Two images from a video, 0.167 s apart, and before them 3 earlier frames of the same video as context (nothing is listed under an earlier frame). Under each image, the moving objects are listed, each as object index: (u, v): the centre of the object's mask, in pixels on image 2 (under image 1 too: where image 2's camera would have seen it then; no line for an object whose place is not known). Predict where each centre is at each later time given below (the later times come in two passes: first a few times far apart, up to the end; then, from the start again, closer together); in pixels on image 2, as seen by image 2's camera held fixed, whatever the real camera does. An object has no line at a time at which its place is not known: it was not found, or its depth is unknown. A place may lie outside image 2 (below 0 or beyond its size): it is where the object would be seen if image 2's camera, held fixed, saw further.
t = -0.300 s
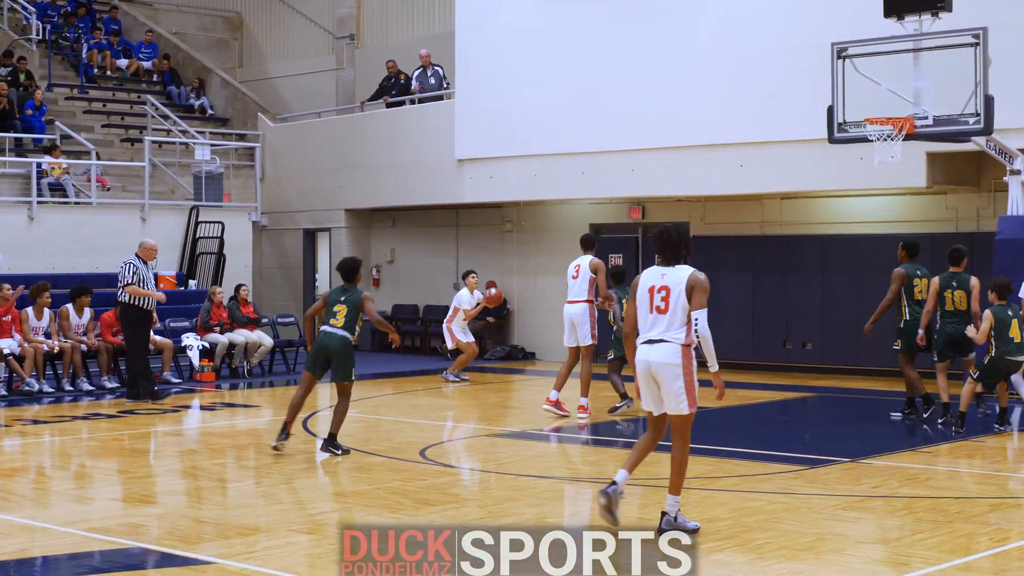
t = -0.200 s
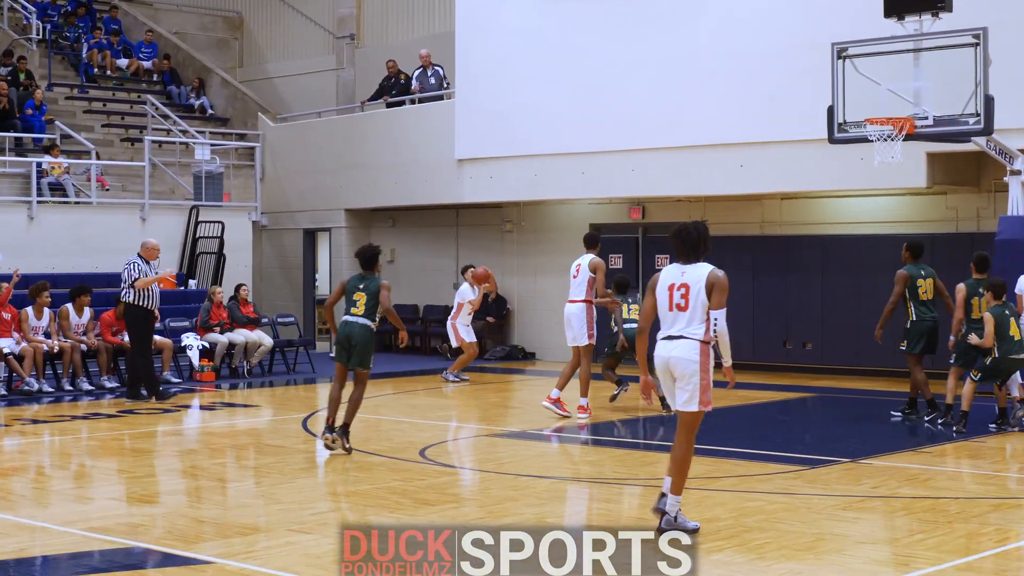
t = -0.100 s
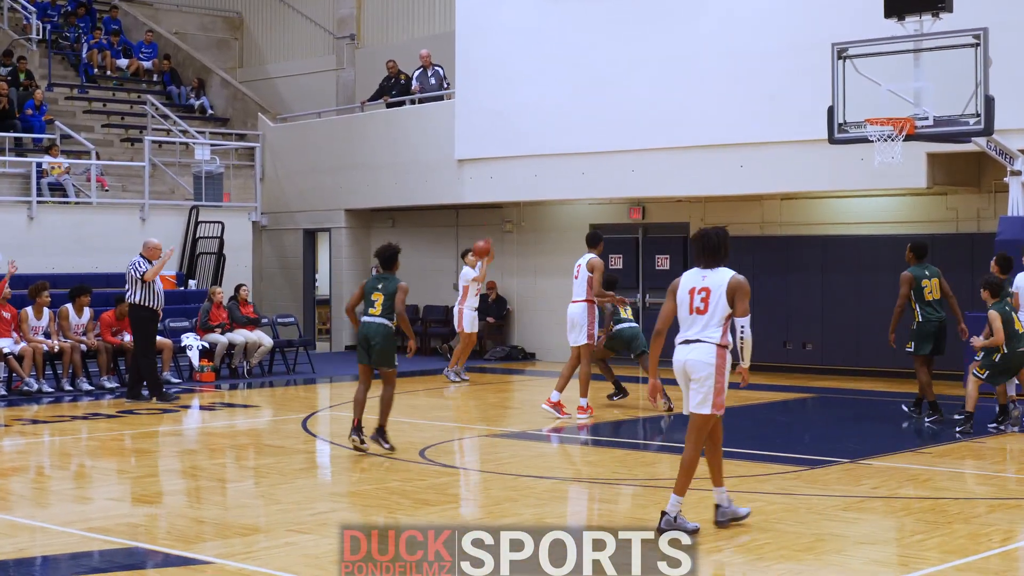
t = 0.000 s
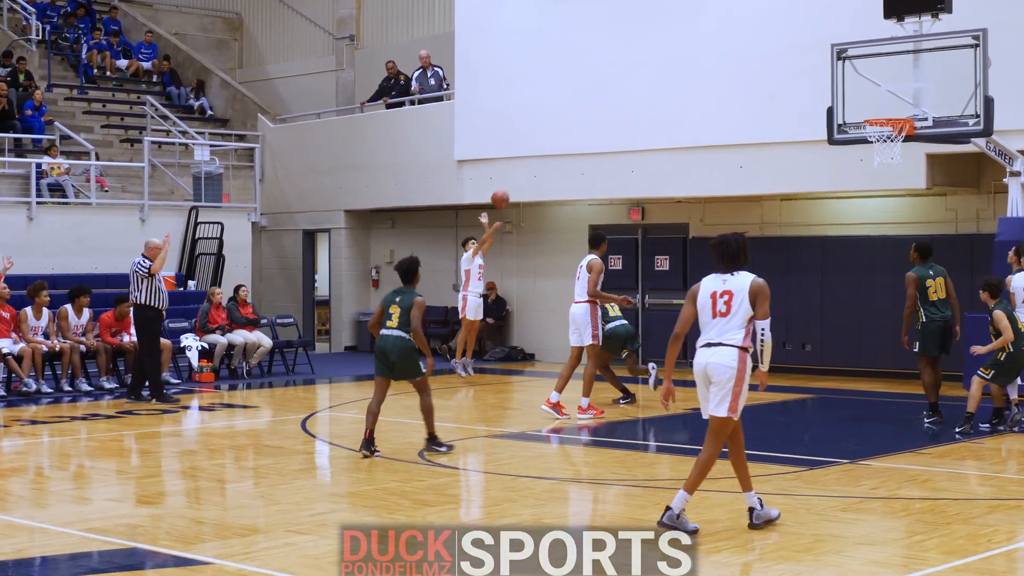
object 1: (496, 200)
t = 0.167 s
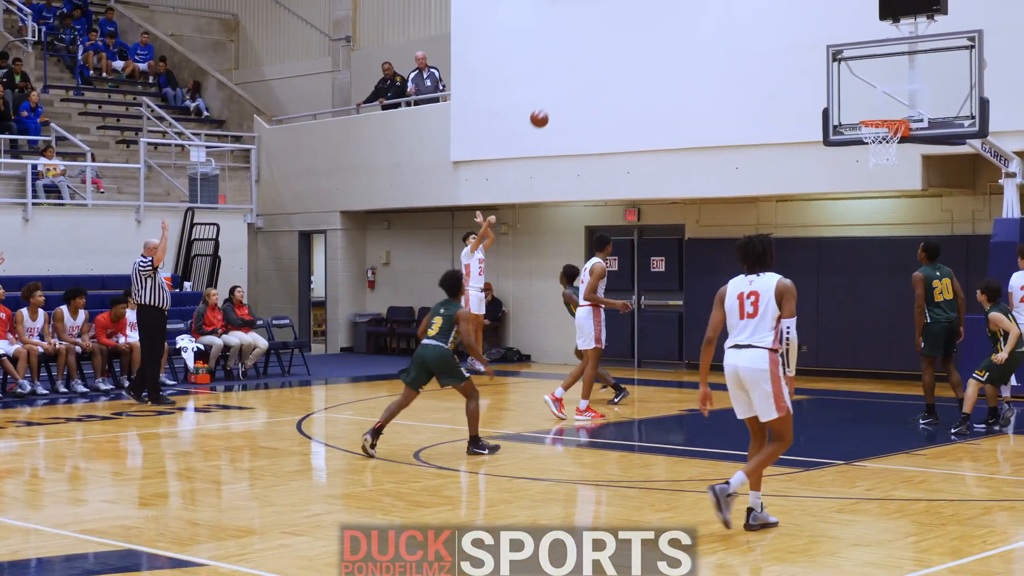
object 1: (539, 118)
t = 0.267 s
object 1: (566, 78)
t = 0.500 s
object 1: (631, 12)
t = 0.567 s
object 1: (650, 2)
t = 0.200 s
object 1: (548, 104)
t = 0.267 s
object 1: (566, 78)
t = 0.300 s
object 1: (575, 66)
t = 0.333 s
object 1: (584, 55)
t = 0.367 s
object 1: (593, 45)
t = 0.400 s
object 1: (603, 35)
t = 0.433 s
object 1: (612, 27)
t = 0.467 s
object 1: (621, 18)
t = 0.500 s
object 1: (631, 12)
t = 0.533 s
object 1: (640, 6)
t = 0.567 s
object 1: (650, 2)
